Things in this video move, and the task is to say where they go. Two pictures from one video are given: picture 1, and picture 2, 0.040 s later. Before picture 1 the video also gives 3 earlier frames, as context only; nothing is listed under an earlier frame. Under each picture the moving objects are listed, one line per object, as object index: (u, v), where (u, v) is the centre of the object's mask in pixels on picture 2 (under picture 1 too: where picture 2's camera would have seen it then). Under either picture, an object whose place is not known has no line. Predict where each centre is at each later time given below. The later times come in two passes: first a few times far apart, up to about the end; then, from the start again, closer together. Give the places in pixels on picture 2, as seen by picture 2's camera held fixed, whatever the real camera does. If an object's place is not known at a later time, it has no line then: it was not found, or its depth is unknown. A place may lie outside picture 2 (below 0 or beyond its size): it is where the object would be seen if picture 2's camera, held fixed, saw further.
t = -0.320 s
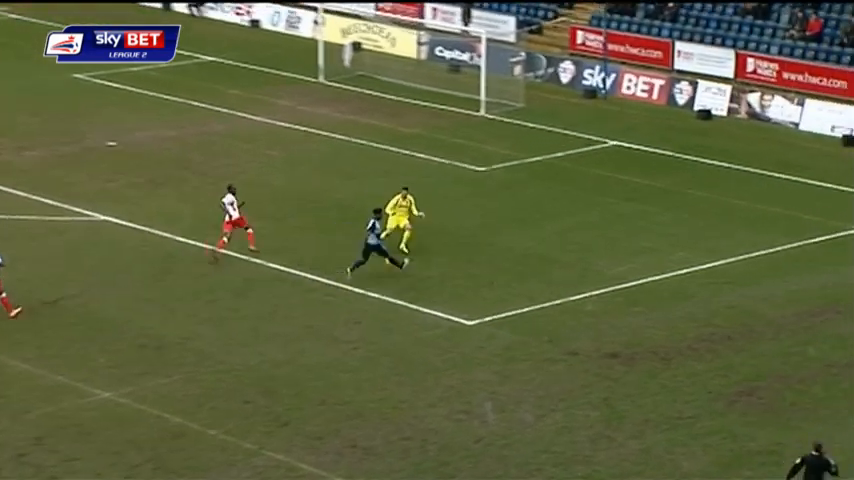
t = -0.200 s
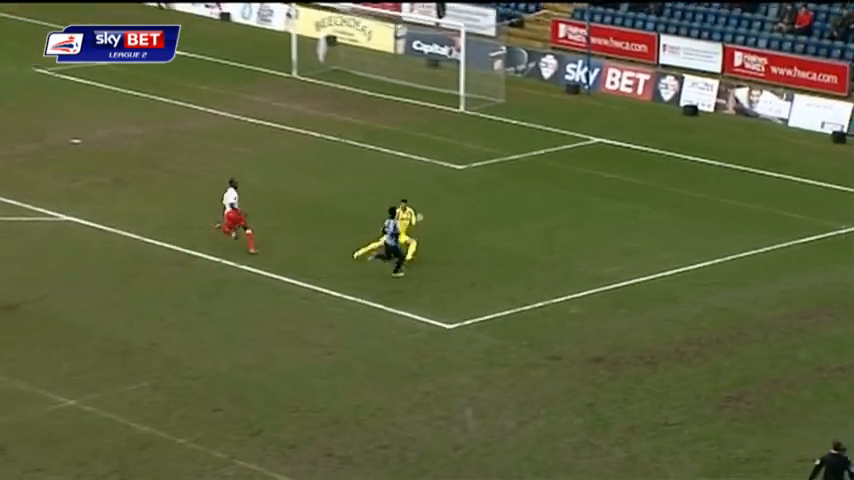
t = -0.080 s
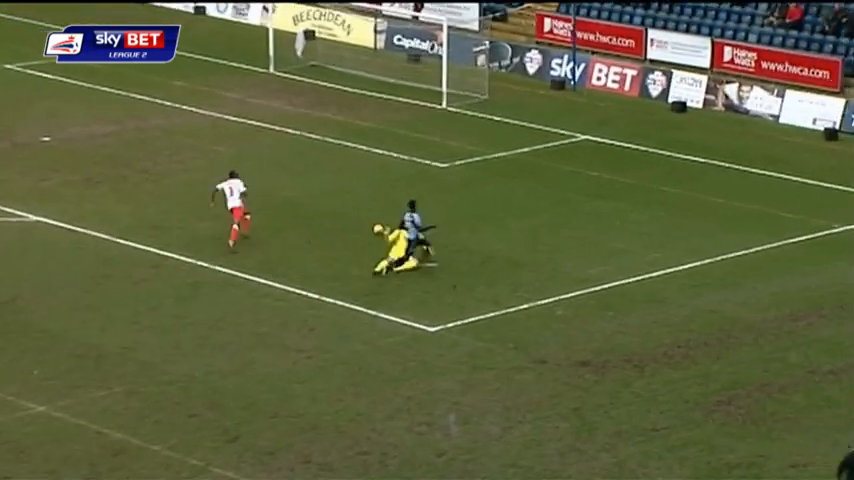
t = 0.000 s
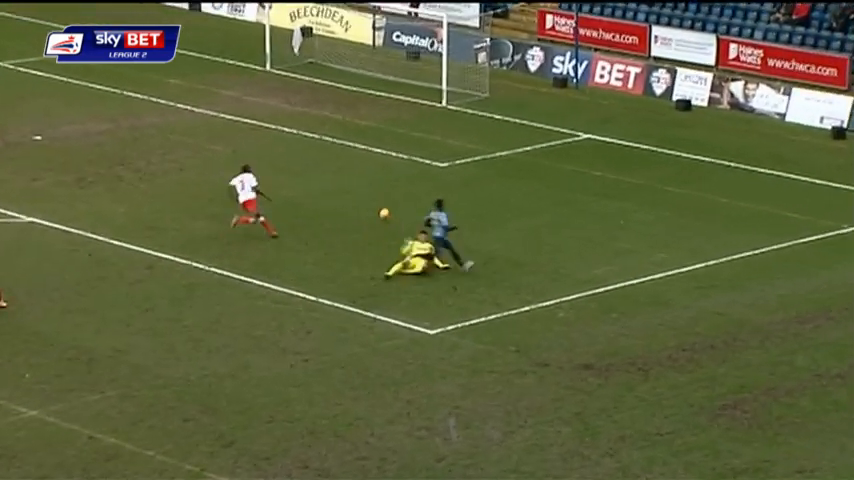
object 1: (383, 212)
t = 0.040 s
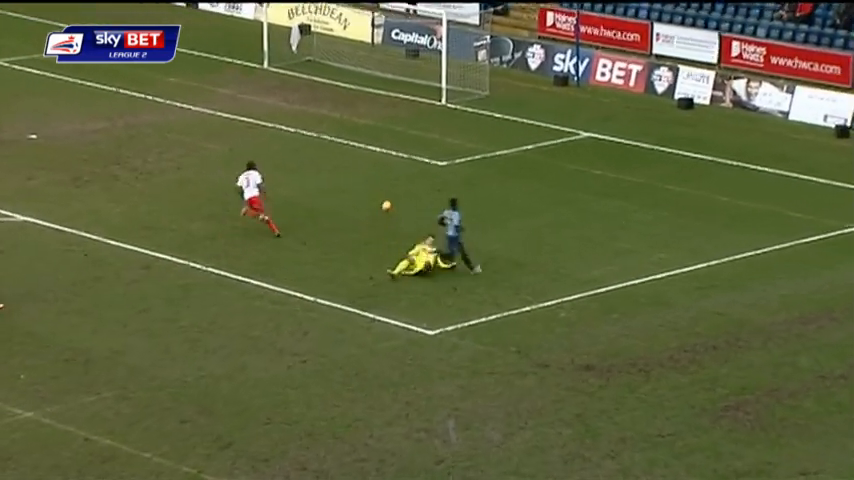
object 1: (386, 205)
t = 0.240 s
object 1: (398, 183)
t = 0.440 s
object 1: (406, 159)
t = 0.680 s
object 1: (412, 143)
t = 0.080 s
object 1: (389, 199)
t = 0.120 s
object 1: (392, 194)
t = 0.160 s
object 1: (394, 189)
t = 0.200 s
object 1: (396, 185)
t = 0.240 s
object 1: (398, 183)
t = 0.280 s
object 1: (400, 181)
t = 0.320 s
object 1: (402, 175)
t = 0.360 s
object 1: (404, 168)
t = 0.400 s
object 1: (405, 163)
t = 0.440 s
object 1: (406, 159)
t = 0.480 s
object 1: (407, 155)
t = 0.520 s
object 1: (409, 151)
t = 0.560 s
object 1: (410, 149)
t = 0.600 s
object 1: (410, 149)
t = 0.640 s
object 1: (411, 148)
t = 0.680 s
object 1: (412, 143)
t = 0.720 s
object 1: (412, 139)
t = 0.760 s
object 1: (413, 136)
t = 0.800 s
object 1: (413, 133)
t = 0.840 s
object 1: (414, 131)
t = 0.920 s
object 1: (414, 129)
